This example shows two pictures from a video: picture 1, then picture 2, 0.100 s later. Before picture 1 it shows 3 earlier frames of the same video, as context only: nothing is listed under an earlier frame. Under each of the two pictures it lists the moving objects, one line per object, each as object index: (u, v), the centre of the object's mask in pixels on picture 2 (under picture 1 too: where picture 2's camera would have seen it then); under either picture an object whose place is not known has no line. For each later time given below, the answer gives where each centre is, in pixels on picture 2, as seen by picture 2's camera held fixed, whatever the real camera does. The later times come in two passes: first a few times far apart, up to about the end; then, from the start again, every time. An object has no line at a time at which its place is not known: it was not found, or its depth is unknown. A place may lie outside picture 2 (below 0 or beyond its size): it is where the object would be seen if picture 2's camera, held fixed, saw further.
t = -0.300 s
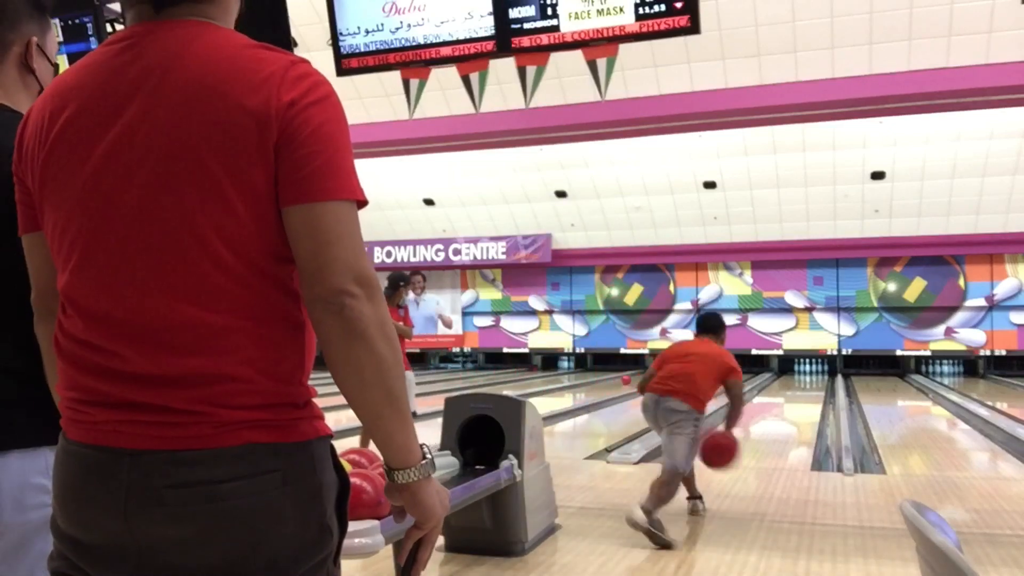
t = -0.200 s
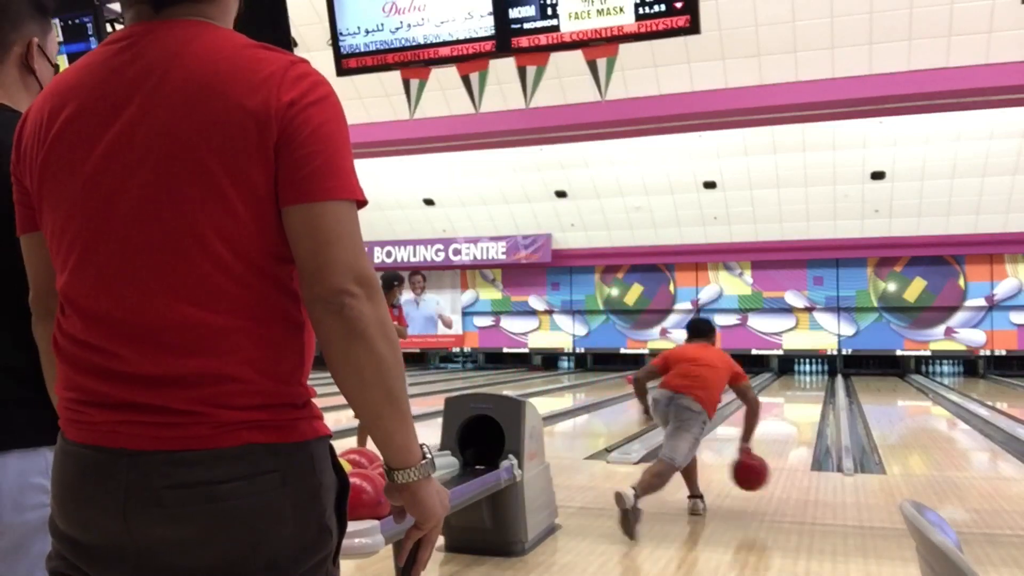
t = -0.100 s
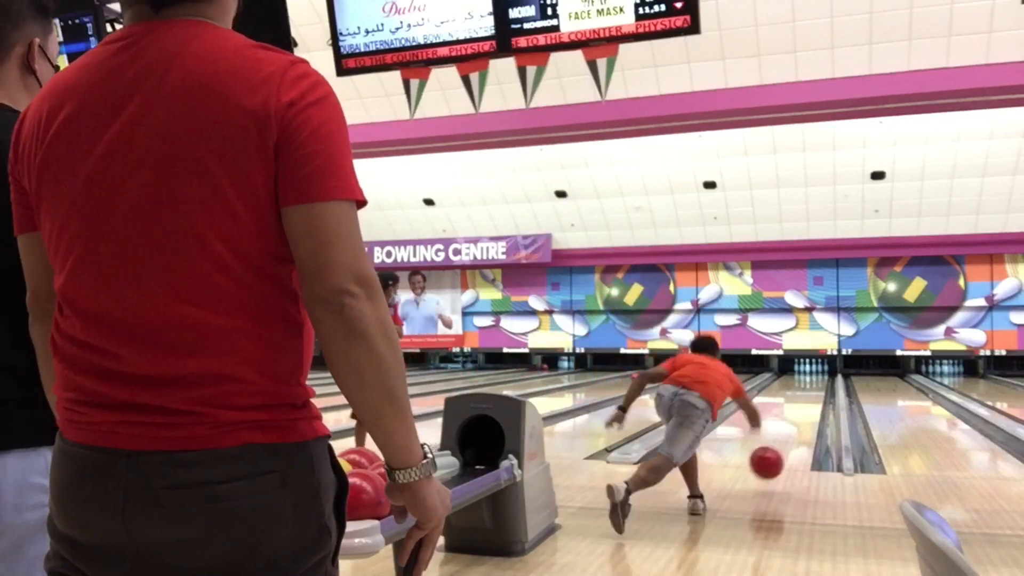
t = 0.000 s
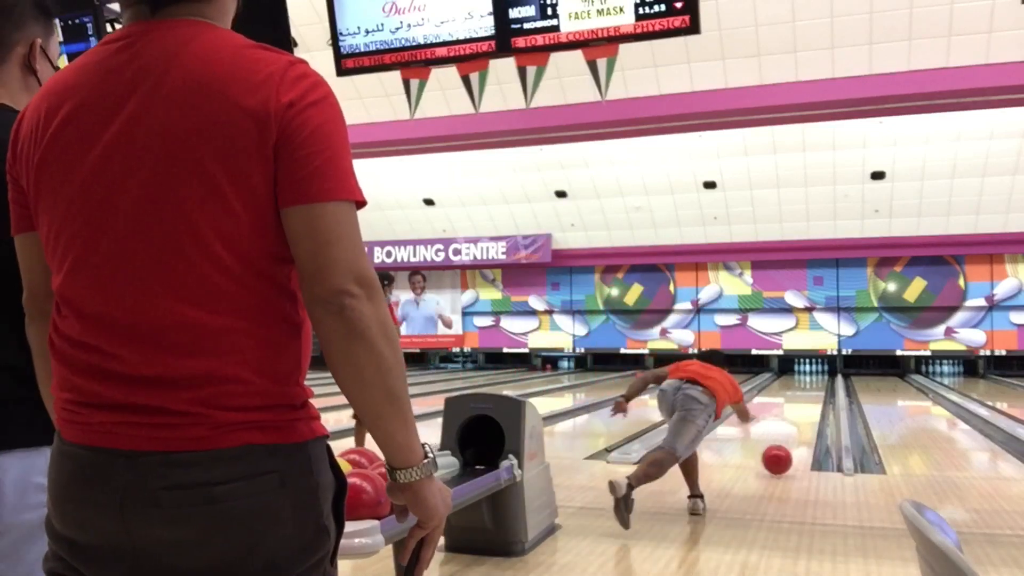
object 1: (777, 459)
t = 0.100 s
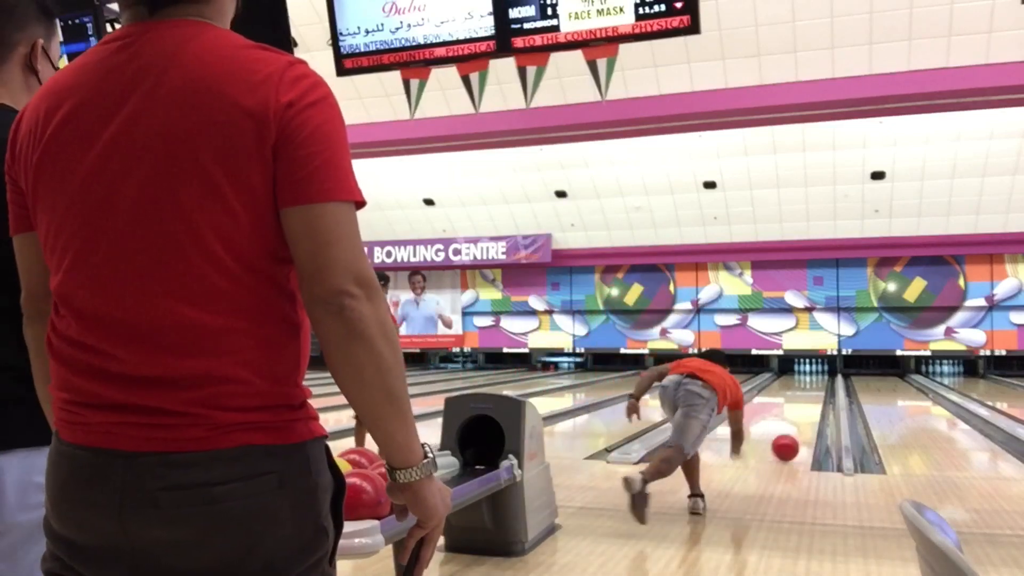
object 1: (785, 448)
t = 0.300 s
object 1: (798, 431)
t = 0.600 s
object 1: (810, 412)
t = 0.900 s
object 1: (818, 400)
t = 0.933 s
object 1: (819, 399)
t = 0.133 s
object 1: (787, 446)
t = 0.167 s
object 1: (790, 442)
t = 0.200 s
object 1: (792, 439)
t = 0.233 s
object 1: (794, 436)
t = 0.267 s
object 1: (796, 433)
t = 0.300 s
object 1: (798, 431)
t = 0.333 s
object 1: (799, 428)
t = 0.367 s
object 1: (801, 426)
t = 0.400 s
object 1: (803, 424)
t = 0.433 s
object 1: (804, 422)
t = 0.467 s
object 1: (805, 420)
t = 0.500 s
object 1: (807, 418)
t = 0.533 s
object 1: (808, 416)
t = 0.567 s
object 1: (809, 414)
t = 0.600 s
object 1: (810, 412)
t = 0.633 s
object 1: (811, 410)
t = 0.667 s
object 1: (812, 409)
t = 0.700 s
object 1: (813, 407)
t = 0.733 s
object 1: (814, 406)
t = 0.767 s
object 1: (815, 405)
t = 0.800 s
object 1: (816, 403)
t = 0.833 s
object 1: (817, 402)
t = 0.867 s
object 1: (817, 401)
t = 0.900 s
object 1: (818, 400)
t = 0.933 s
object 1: (819, 399)
